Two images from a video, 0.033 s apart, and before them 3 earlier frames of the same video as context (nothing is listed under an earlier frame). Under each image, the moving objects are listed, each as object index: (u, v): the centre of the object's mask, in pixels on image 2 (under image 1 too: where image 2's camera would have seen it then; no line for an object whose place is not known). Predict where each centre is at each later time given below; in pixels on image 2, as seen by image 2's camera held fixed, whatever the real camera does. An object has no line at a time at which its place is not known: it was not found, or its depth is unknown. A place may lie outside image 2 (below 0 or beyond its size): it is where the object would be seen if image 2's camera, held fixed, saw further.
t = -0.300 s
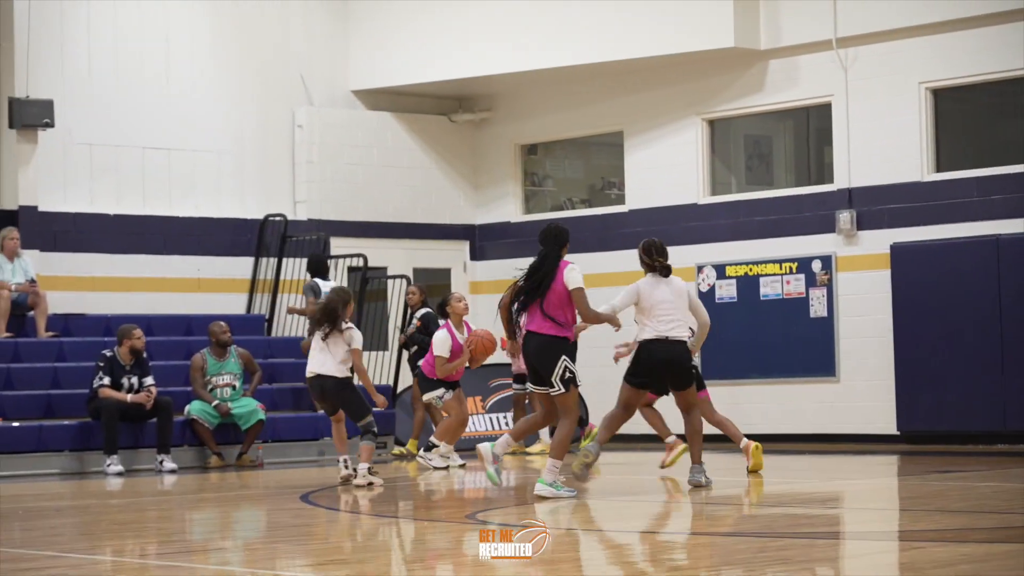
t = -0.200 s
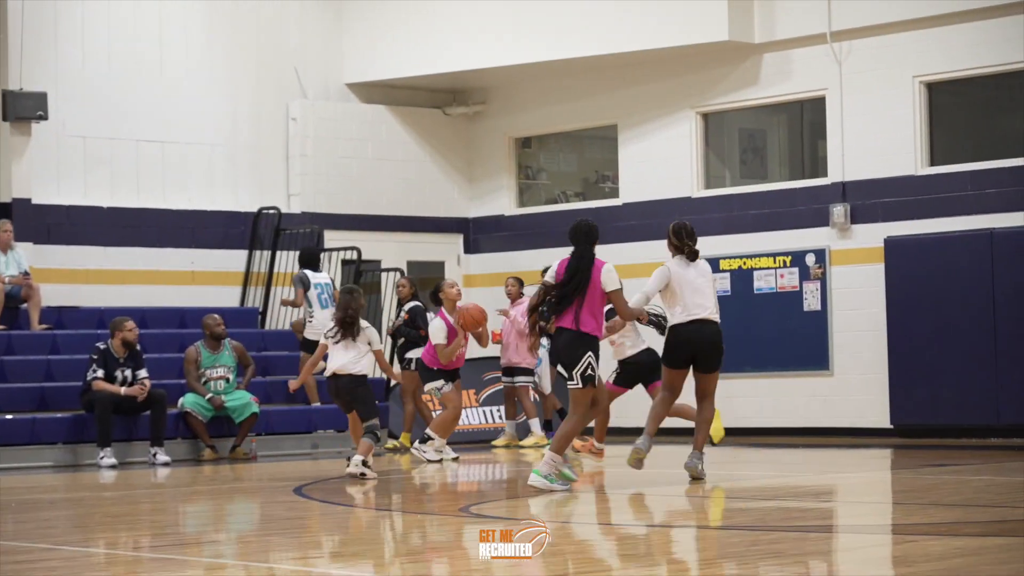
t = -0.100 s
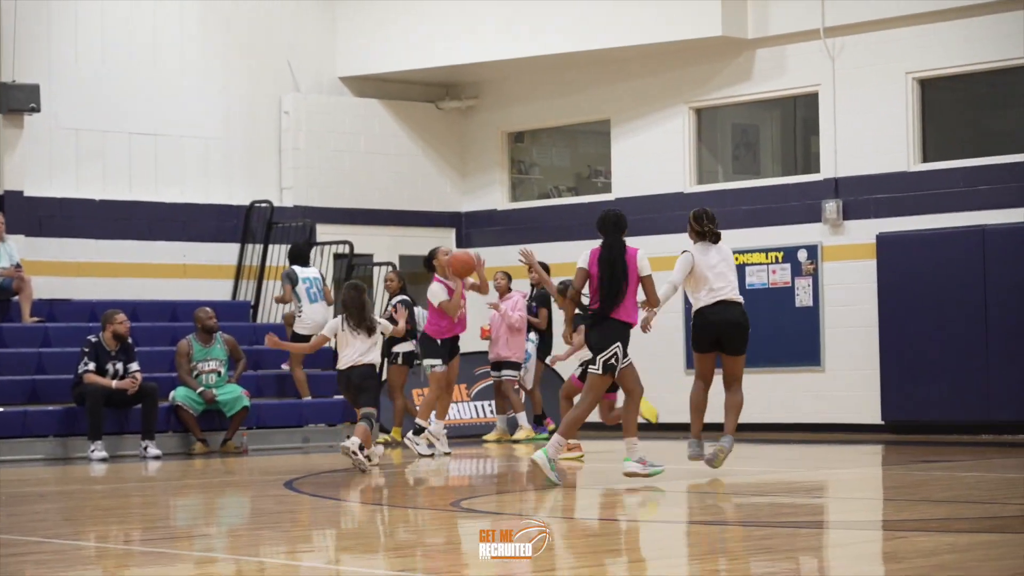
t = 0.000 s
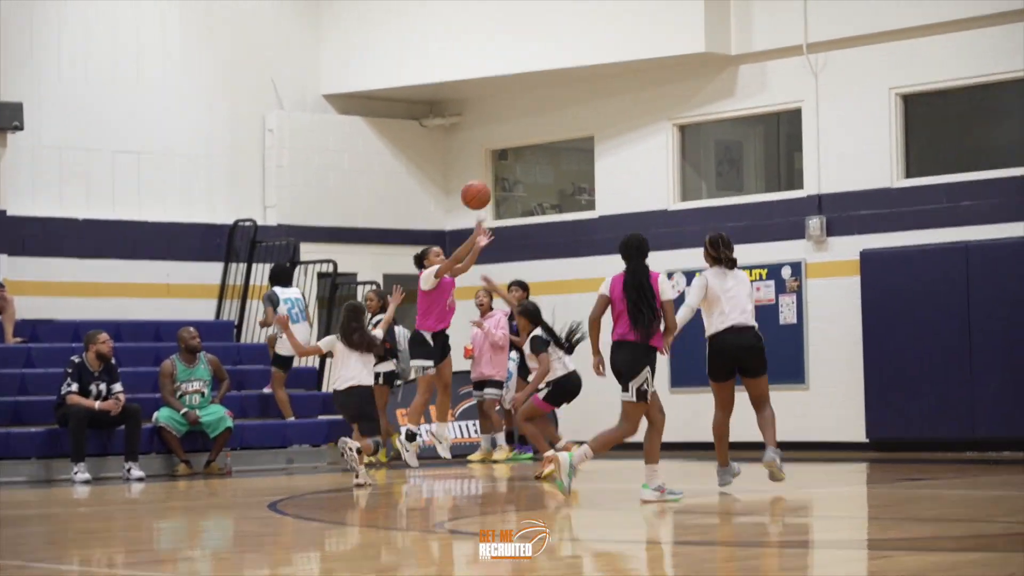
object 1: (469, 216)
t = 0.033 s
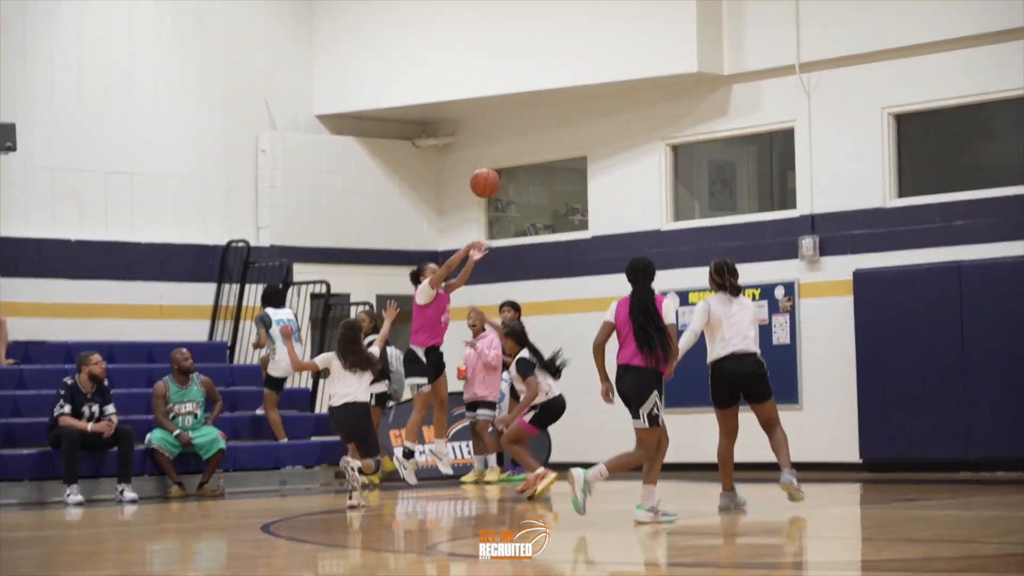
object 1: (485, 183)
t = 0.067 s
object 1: (500, 152)
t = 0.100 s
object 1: (515, 122)
